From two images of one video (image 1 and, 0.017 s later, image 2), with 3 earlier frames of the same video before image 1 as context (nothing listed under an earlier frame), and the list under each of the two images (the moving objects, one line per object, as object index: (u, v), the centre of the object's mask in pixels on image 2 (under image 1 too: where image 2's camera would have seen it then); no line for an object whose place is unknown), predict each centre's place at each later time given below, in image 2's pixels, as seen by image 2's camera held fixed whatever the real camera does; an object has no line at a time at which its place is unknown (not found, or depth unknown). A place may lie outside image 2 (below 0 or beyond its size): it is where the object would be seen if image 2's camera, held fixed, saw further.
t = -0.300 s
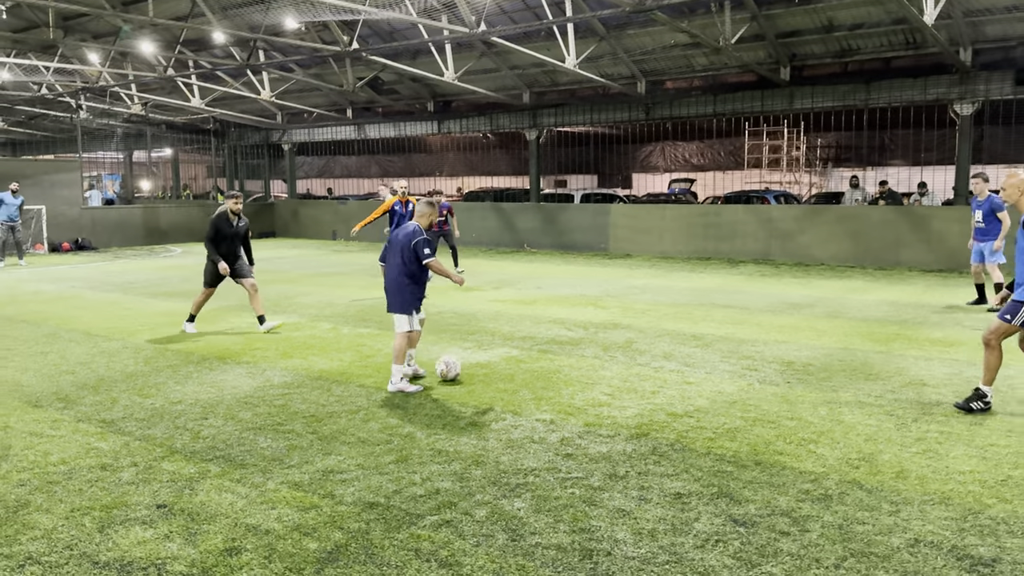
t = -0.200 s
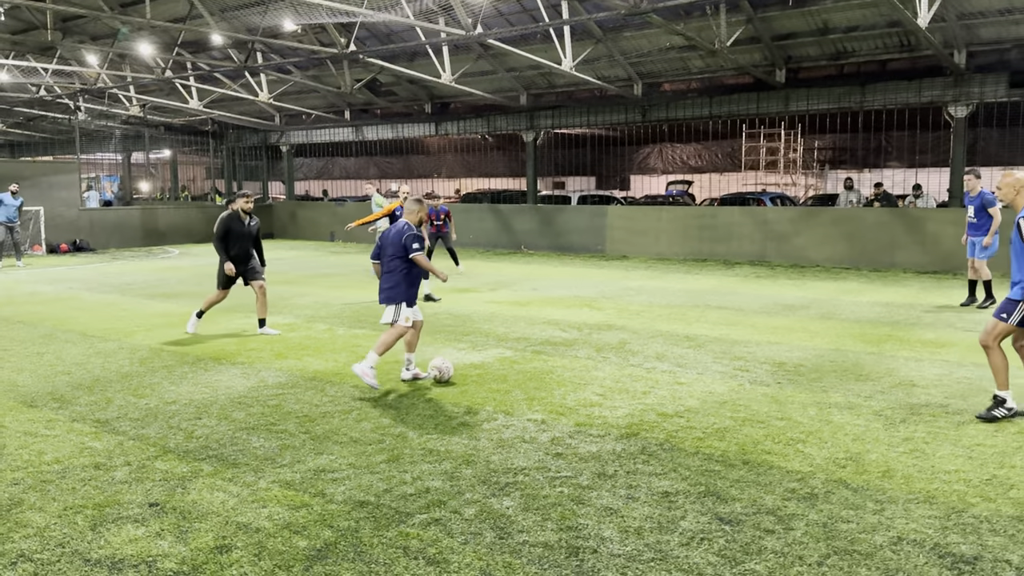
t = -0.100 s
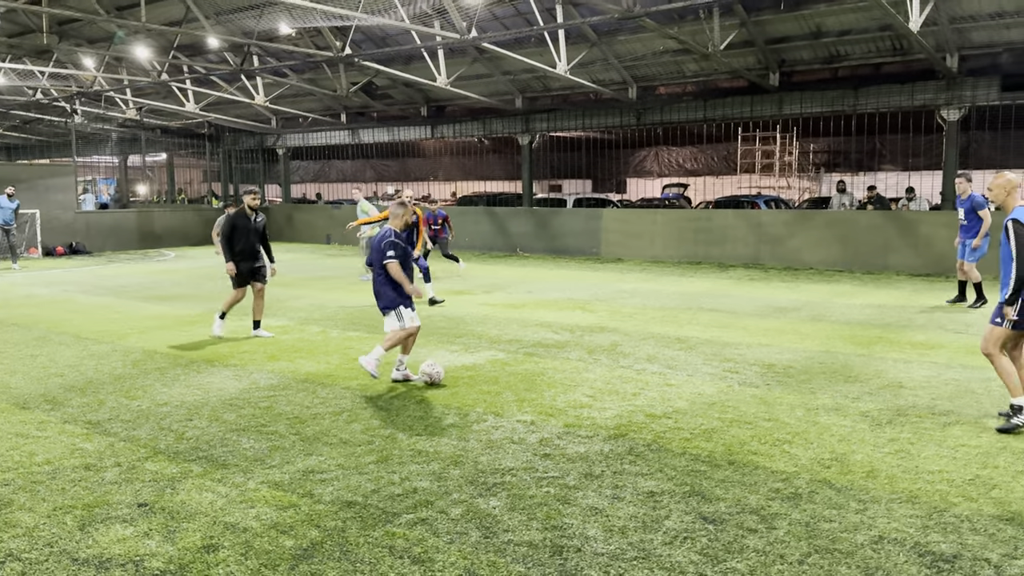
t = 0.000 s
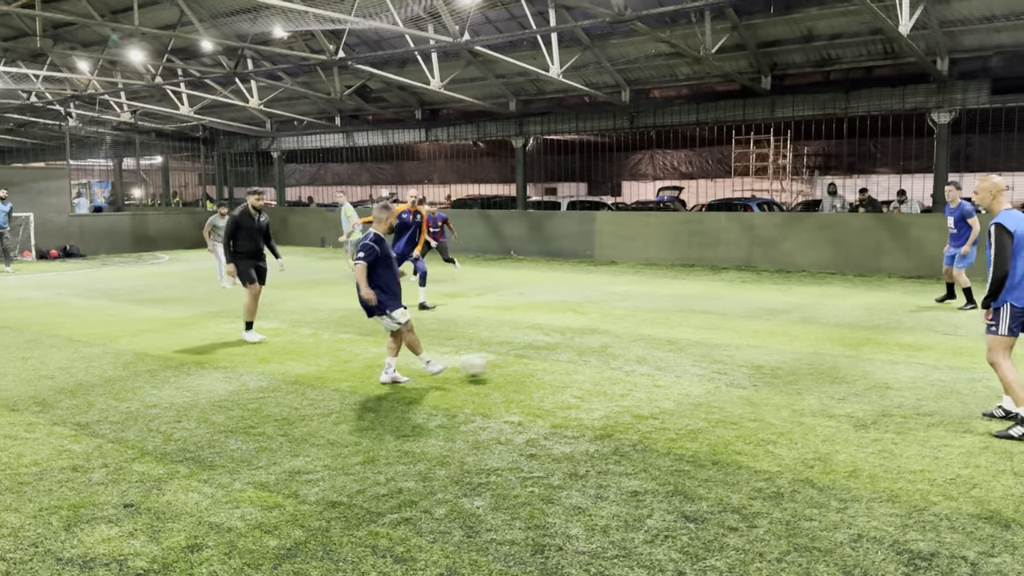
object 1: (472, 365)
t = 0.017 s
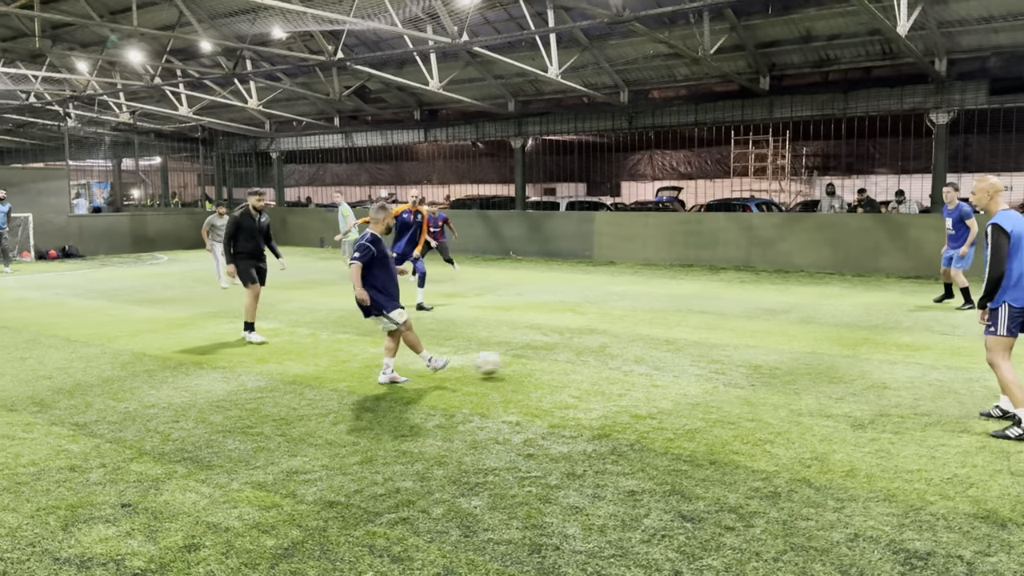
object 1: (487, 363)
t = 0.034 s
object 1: (509, 360)
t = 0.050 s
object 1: (528, 358)
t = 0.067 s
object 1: (544, 356)
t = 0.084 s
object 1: (563, 355)
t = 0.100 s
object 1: (580, 354)
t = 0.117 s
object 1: (594, 353)
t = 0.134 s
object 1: (610, 350)
